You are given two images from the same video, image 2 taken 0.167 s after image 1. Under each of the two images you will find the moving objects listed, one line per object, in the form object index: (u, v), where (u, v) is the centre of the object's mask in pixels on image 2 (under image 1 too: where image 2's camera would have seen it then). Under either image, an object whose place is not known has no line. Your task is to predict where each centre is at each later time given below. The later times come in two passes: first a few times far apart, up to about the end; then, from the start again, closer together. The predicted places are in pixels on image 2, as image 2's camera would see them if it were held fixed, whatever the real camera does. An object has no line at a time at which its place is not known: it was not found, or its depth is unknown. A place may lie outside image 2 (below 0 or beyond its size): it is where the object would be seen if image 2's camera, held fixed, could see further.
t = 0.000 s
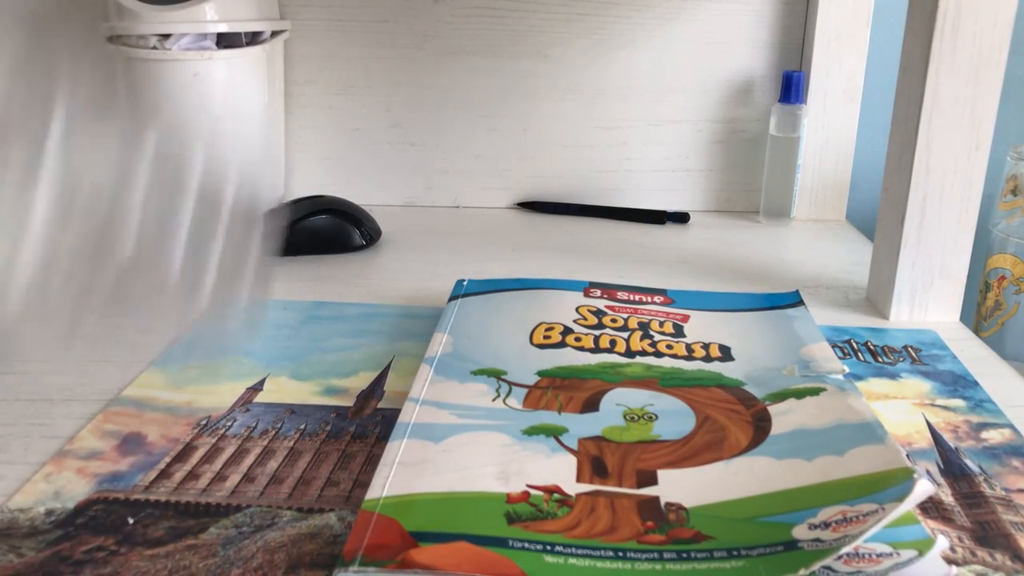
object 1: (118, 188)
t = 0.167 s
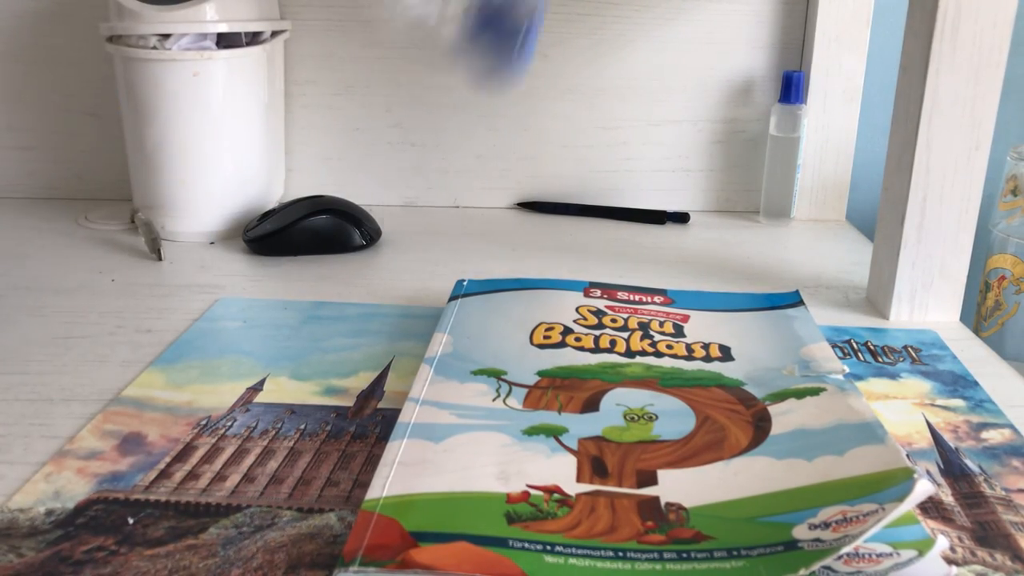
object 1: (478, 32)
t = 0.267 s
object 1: (411, 75)
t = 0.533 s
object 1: (517, 213)
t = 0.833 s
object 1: (496, 231)
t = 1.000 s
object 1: (480, 231)
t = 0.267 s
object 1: (411, 75)
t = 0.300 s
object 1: (456, 131)
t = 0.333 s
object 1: (487, 187)
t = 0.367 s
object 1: (503, 196)
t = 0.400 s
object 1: (507, 209)
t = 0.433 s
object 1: (506, 242)
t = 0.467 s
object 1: (508, 242)
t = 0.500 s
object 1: (513, 217)
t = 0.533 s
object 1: (517, 213)
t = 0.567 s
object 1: (515, 225)
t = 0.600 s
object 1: (513, 240)
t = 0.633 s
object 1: (511, 238)
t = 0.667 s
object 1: (508, 235)
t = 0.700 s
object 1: (505, 233)
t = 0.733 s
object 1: (502, 232)
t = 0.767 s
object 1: (501, 231)
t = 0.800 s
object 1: (500, 232)
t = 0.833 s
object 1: (496, 231)
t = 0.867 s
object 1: (493, 231)
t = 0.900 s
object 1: (491, 231)
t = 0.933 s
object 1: (488, 231)
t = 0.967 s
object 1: (484, 231)
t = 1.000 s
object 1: (480, 231)
